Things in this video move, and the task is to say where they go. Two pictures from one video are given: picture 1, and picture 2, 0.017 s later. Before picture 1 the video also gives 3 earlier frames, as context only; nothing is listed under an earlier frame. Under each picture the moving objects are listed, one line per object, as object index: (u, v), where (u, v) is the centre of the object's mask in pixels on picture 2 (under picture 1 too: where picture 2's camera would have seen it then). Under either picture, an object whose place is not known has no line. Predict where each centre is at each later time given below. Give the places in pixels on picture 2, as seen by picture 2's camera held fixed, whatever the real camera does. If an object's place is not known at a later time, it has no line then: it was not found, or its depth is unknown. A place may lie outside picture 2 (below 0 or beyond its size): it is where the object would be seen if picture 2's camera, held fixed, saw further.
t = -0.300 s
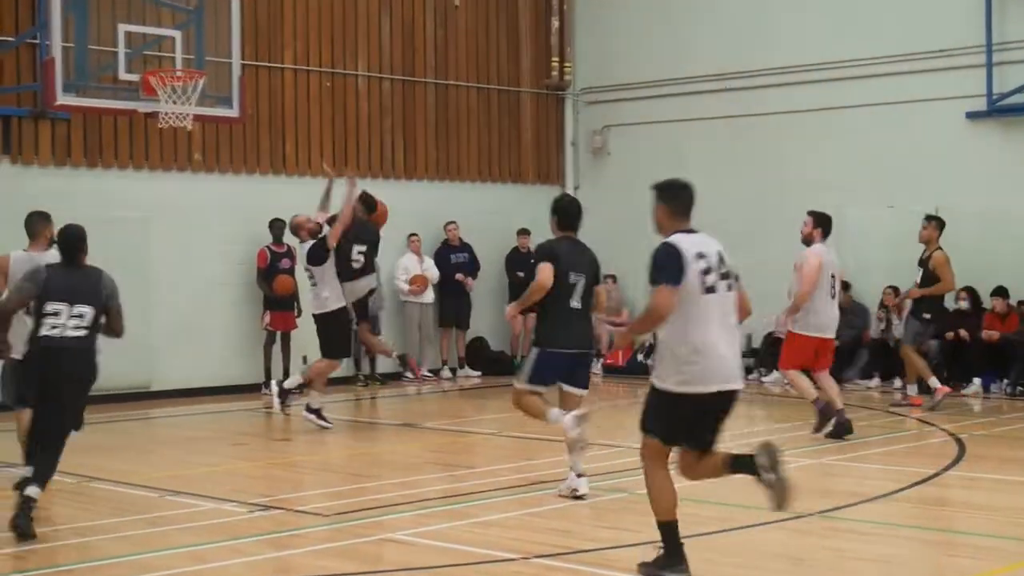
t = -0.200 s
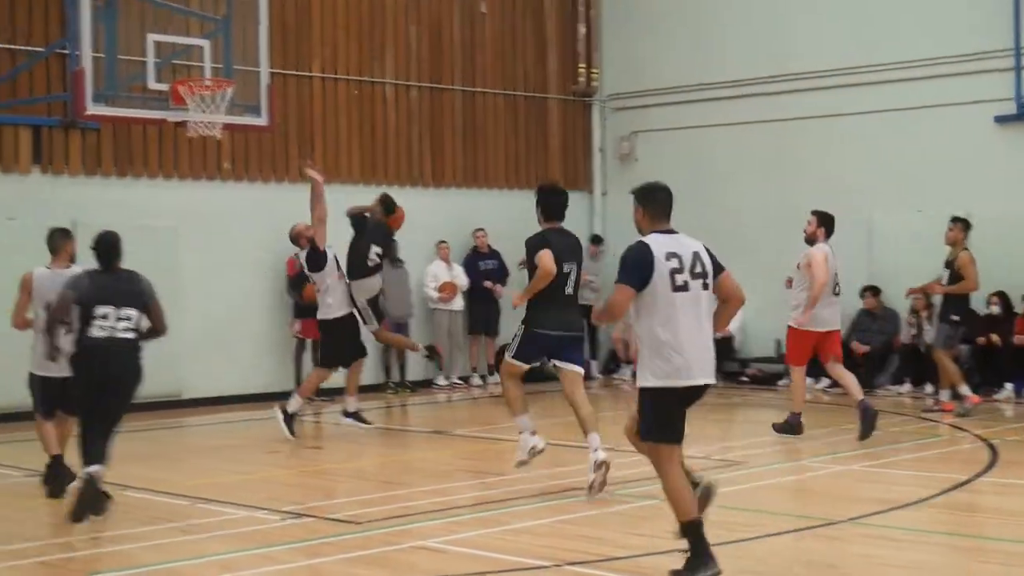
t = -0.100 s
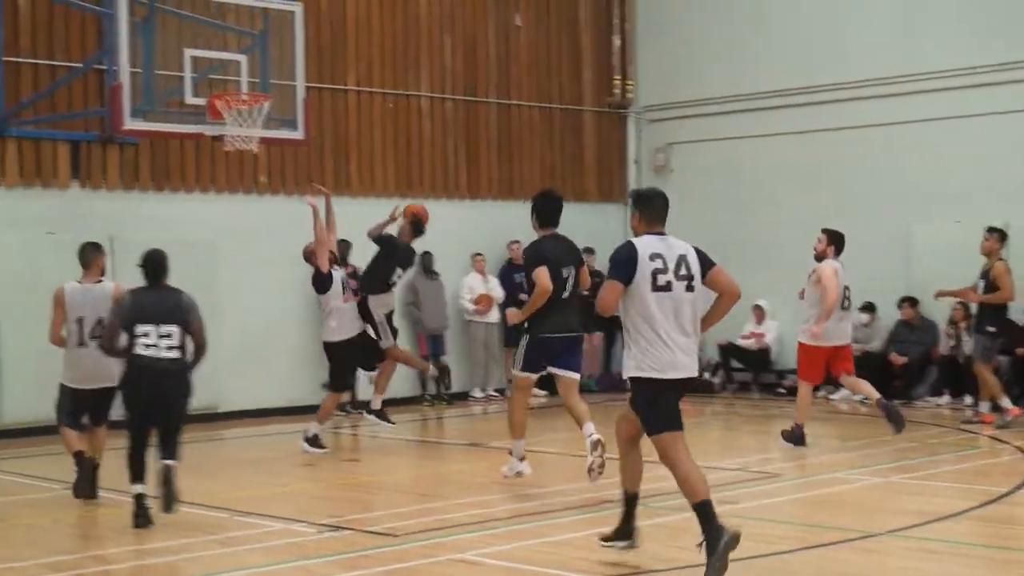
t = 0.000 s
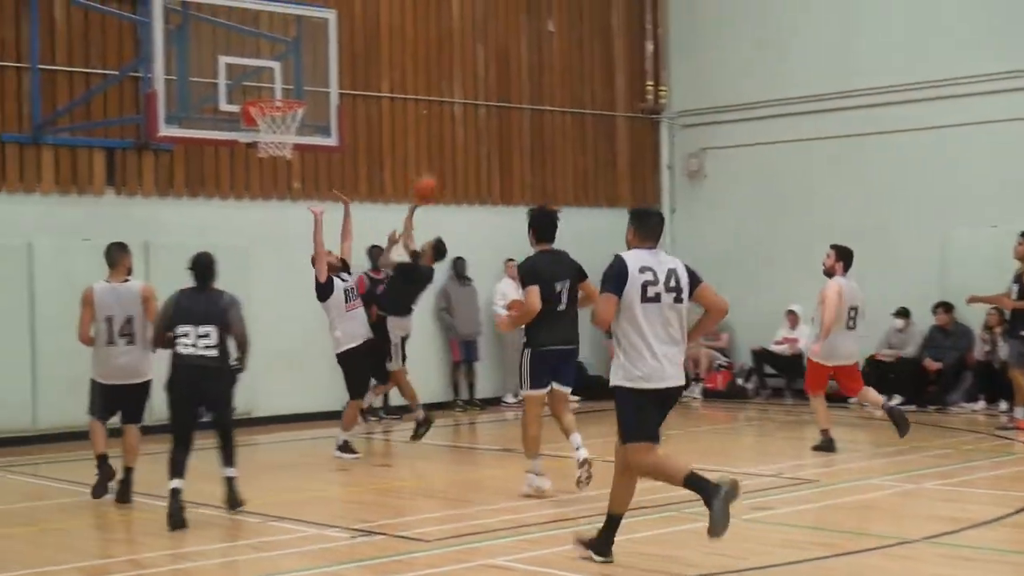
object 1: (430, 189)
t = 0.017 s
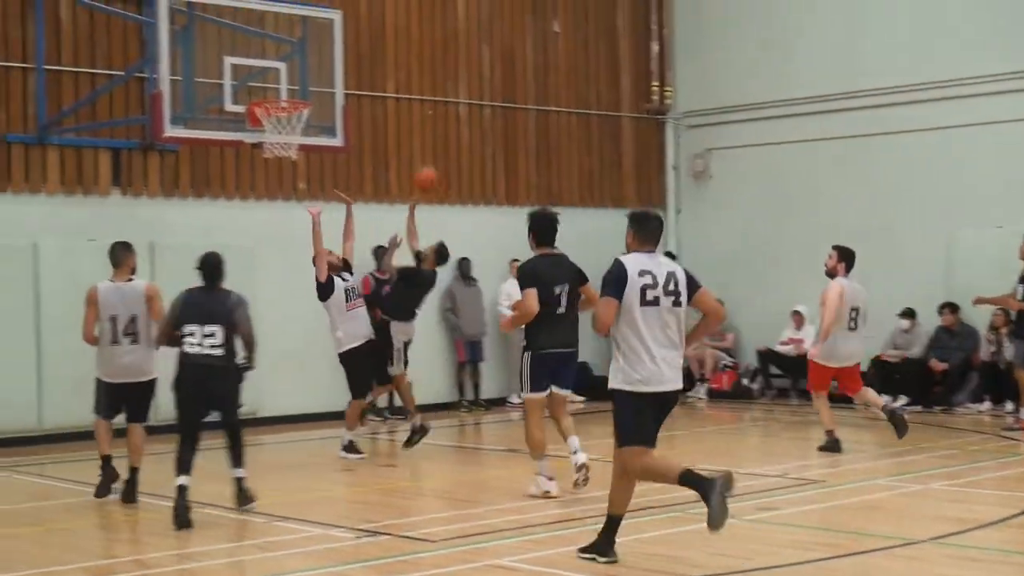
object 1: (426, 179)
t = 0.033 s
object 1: (421, 168)
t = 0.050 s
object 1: (415, 162)
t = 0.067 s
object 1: (411, 155)
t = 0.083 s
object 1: (403, 146)
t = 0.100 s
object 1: (399, 140)
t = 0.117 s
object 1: (393, 134)
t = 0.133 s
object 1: (388, 127)
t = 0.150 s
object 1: (383, 120)
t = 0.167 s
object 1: (377, 116)
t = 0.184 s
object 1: (371, 109)
